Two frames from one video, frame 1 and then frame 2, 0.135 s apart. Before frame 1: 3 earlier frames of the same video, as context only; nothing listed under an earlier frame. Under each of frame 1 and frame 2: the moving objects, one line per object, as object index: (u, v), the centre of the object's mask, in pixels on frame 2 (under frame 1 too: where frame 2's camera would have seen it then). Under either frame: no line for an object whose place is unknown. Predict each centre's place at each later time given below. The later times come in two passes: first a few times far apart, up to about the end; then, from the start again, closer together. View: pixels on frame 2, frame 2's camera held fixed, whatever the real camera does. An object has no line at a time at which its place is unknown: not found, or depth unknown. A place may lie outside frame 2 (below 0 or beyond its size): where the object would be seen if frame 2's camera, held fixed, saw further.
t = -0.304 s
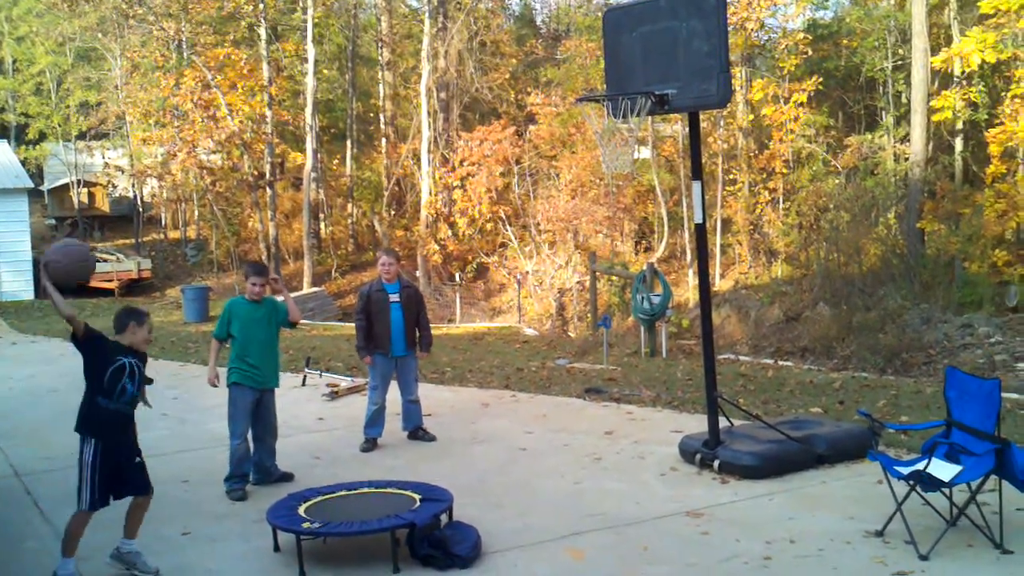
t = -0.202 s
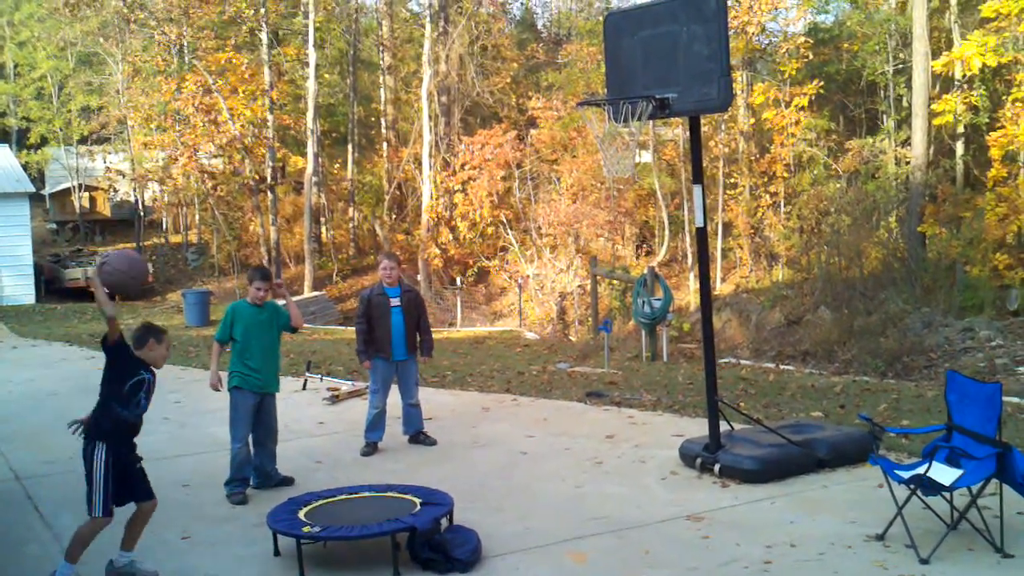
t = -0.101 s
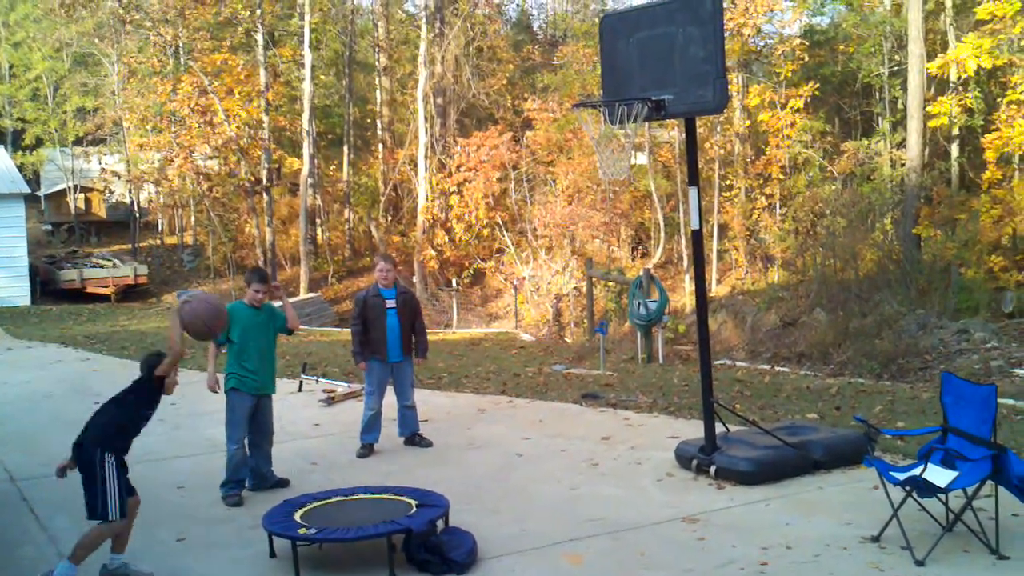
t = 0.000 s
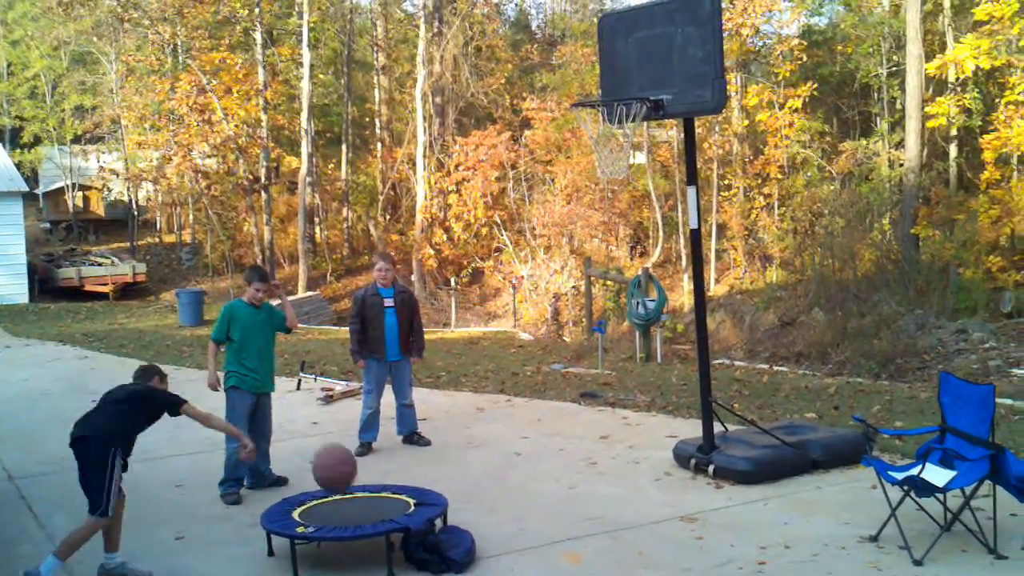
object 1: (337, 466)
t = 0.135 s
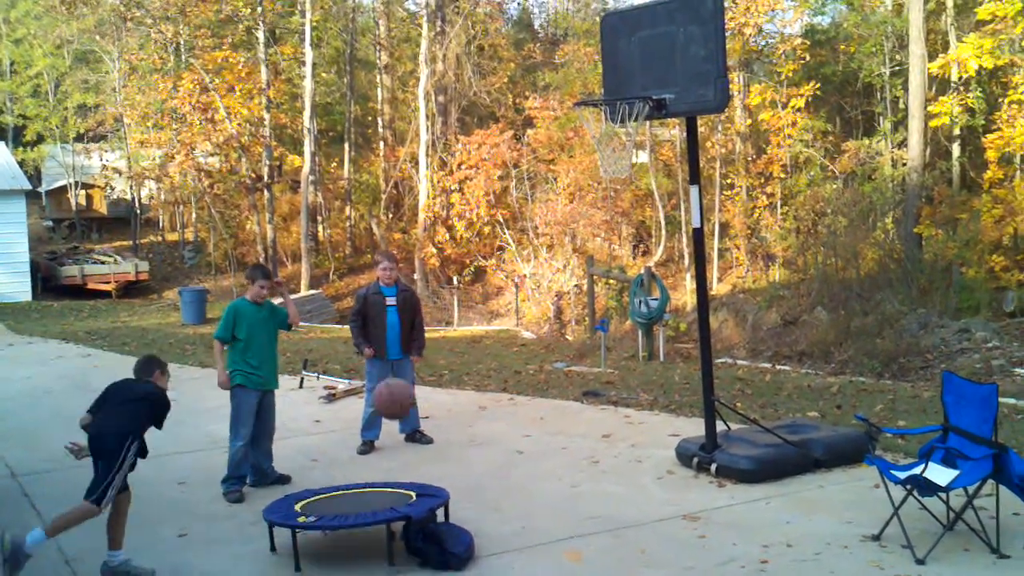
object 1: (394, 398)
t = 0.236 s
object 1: (419, 301)
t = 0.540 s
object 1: (496, 114)
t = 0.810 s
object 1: (562, 80)
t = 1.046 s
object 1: (614, 79)
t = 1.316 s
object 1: (594, 83)
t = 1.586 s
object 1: (598, 104)
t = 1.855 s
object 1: (628, 164)
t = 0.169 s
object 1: (403, 364)
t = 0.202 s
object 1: (411, 332)
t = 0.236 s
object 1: (419, 301)
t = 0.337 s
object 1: (445, 220)
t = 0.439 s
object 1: (471, 158)
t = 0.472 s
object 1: (480, 140)
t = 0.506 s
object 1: (488, 125)
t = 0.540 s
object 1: (496, 114)
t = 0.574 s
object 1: (505, 103)
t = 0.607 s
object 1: (514, 95)
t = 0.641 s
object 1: (522, 87)
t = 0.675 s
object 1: (529, 81)
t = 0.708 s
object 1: (538, 79)
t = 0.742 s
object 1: (547, 78)
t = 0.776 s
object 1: (555, 79)
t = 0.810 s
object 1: (562, 80)
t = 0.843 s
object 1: (570, 82)
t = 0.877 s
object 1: (577, 80)
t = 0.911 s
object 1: (585, 80)
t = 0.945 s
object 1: (592, 80)
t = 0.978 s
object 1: (598, 80)
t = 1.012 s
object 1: (606, 80)
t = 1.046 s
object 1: (614, 79)
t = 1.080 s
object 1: (622, 78)
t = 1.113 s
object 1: (623, 75)
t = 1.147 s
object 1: (620, 73)
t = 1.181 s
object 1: (613, 71)
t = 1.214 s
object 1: (608, 73)
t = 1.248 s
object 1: (601, 76)
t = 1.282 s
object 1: (598, 78)
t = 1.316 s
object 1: (594, 83)
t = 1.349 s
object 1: (593, 82)
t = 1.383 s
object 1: (592, 83)
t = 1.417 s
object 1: (593, 82)
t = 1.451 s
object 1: (591, 83)
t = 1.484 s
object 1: (590, 91)
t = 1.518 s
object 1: (590, 95)
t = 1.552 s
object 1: (595, 100)
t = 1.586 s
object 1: (598, 104)
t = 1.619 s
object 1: (600, 112)
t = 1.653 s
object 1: (605, 121)
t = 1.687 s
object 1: (613, 135)
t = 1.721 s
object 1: (617, 137)
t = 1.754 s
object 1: (619, 141)
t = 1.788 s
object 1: (622, 144)
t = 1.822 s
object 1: (626, 150)
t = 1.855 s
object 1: (628, 164)
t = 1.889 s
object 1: (631, 169)
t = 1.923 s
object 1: (634, 177)
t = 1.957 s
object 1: (637, 188)
